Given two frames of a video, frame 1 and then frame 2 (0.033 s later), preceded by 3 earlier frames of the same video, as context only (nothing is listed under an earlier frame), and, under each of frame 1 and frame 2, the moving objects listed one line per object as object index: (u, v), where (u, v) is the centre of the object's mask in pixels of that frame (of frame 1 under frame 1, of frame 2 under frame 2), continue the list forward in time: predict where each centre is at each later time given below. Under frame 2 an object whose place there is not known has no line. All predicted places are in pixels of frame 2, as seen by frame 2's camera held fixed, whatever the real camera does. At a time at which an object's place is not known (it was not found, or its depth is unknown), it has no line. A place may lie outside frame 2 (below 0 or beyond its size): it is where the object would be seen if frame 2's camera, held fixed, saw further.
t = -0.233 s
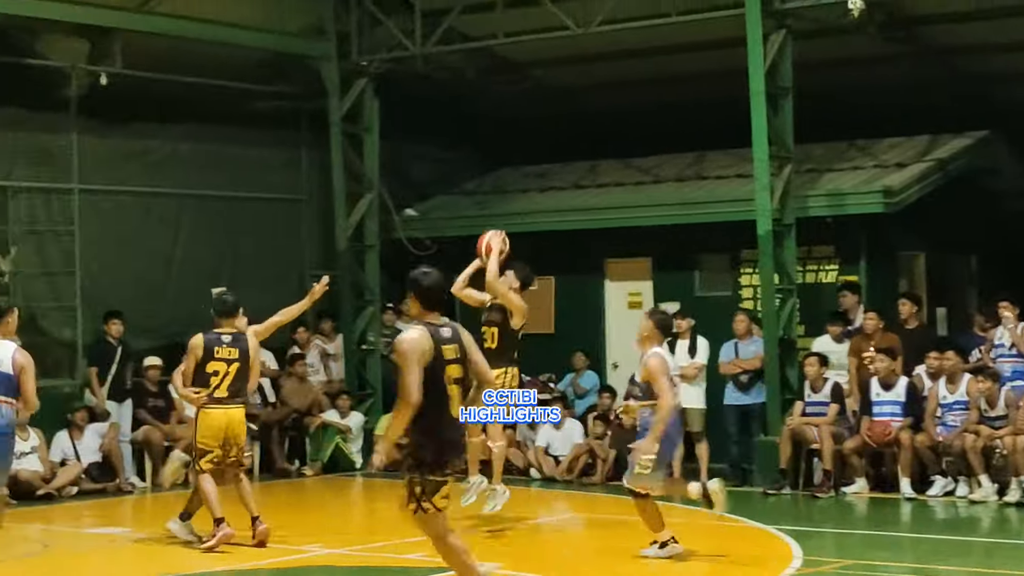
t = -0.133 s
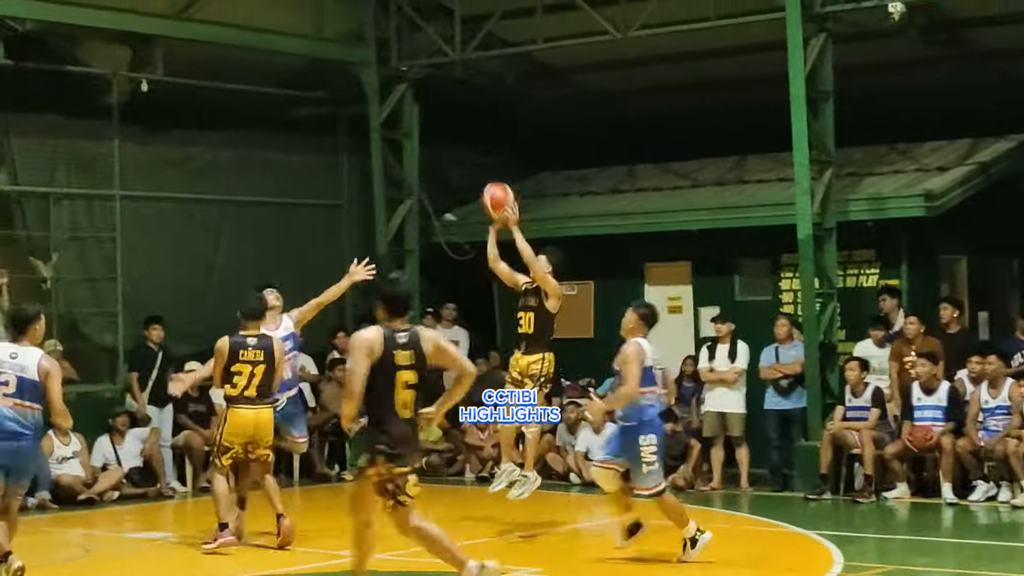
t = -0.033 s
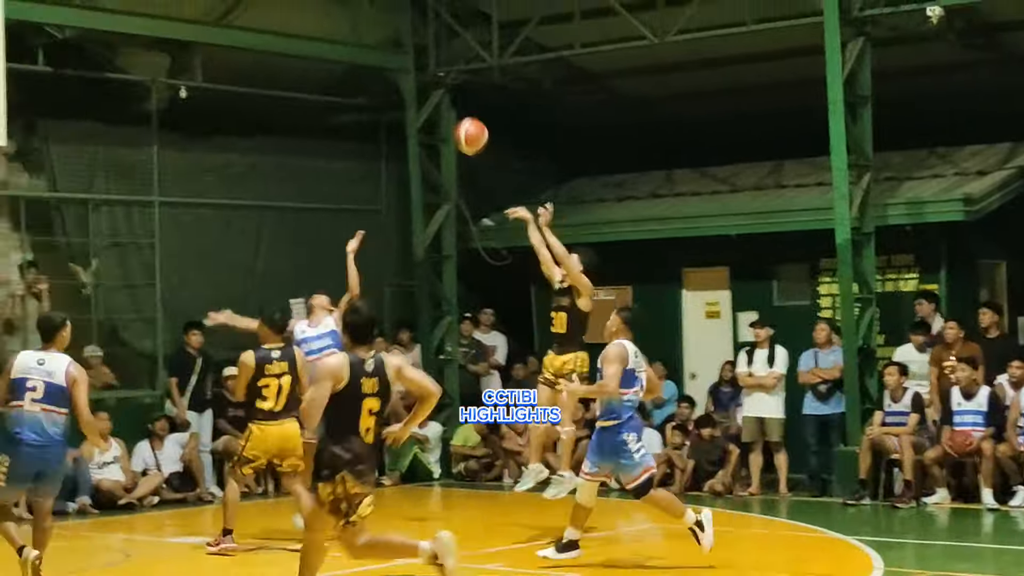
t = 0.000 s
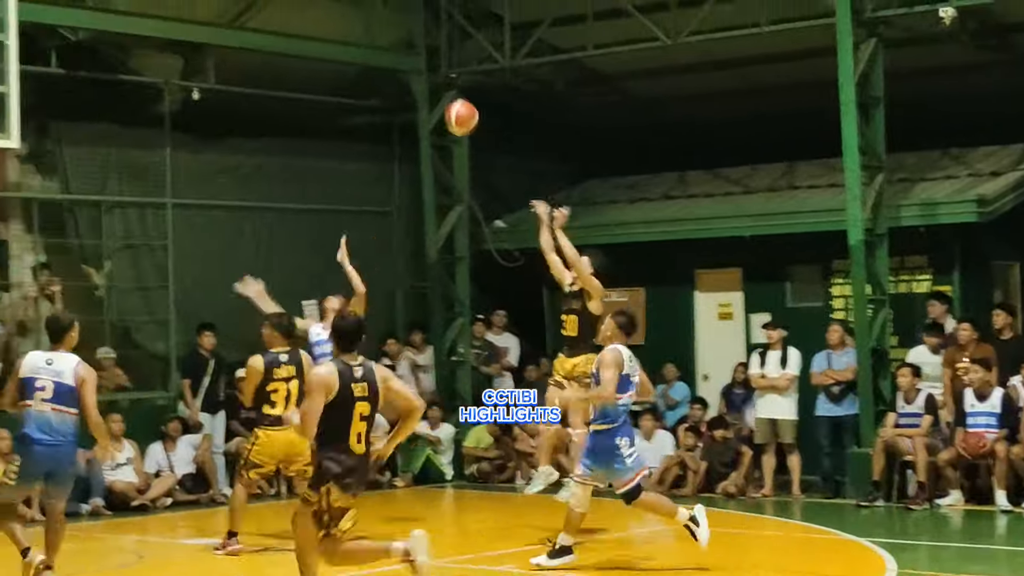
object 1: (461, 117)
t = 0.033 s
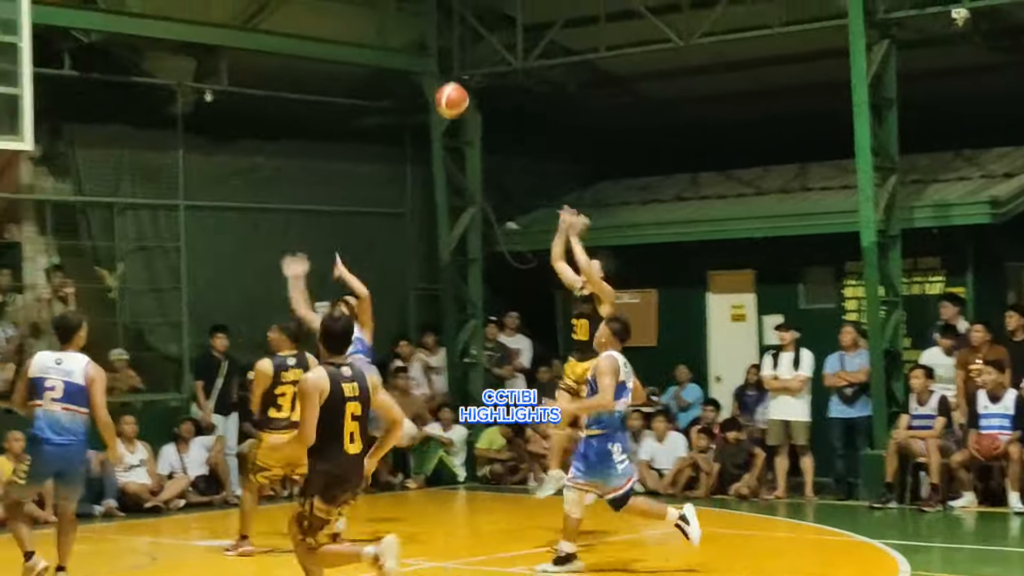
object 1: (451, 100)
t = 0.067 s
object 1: (429, 83)
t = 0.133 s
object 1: (383, 53)
